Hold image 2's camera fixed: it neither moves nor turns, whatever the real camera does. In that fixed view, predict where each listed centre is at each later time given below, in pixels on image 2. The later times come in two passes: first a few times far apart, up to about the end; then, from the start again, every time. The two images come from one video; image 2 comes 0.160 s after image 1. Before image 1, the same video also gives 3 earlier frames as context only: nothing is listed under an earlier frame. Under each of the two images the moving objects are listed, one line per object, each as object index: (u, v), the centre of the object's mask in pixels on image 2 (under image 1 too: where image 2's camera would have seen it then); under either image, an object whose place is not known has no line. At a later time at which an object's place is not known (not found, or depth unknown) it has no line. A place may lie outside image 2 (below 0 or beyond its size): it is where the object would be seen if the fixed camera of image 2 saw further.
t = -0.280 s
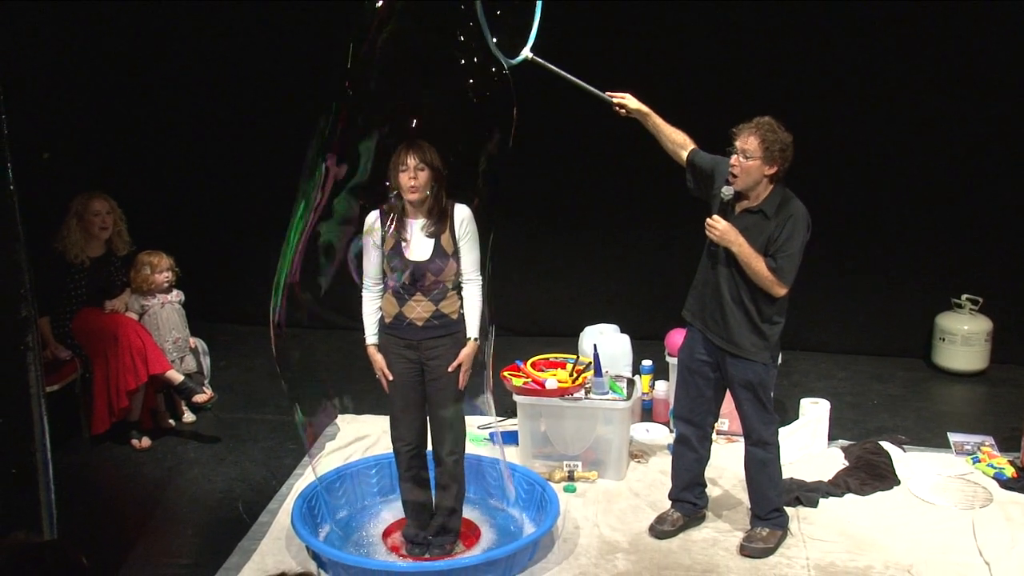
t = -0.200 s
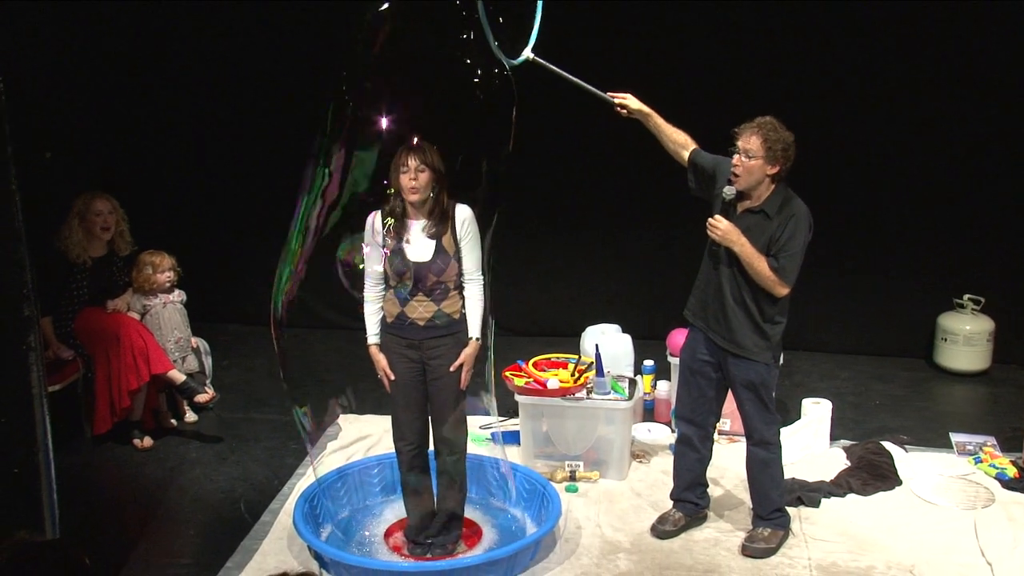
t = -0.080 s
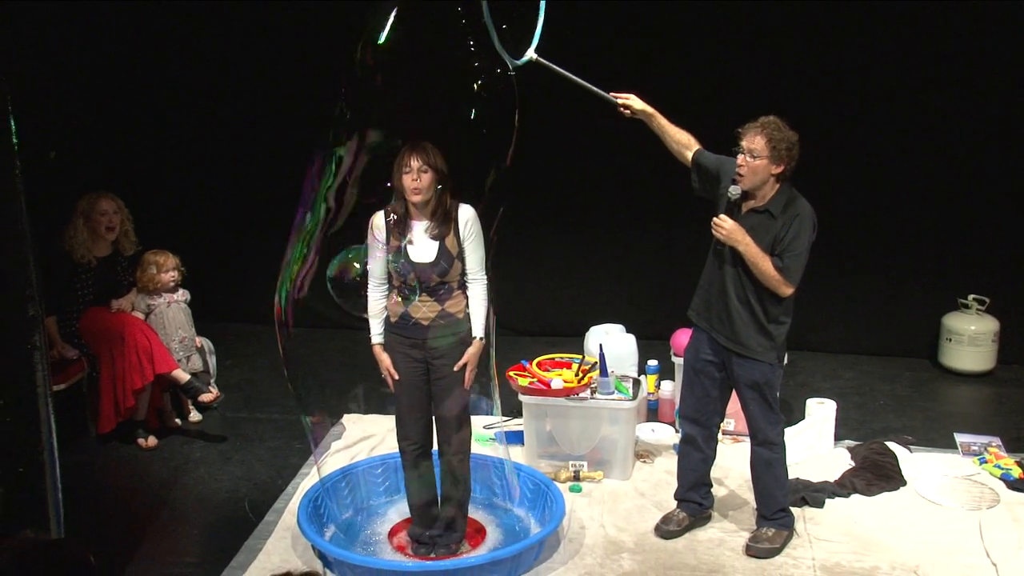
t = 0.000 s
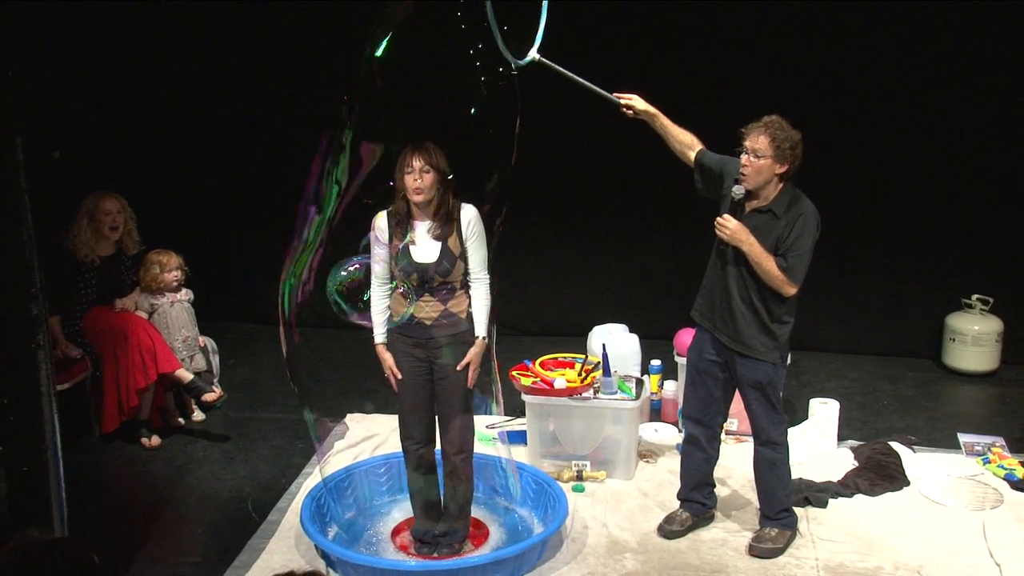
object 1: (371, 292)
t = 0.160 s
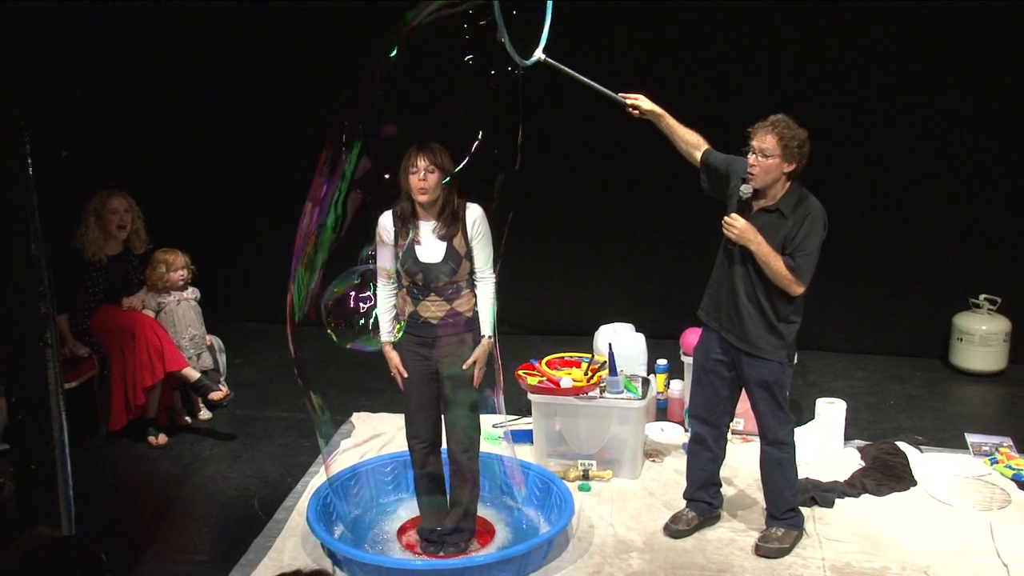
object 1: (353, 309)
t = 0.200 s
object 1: (351, 314)
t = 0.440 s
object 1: (339, 343)
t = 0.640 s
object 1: (328, 371)
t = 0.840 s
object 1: (316, 397)
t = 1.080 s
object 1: (298, 429)
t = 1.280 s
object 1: (283, 457)
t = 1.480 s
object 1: (270, 484)
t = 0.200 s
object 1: (351, 314)
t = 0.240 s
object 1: (350, 318)
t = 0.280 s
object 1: (348, 322)
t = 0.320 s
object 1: (345, 327)
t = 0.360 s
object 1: (343, 333)
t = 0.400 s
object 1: (342, 338)
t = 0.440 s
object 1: (339, 343)
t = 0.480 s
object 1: (338, 349)
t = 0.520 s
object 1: (336, 354)
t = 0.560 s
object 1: (333, 359)
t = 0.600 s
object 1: (331, 364)
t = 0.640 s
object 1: (328, 371)
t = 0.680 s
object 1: (324, 377)
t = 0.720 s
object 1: (323, 382)
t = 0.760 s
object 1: (321, 387)
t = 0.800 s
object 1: (318, 392)
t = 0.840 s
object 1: (316, 397)
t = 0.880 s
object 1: (313, 402)
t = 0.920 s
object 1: (308, 407)
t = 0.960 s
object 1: (305, 412)
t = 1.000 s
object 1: (303, 418)
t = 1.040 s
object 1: (300, 423)
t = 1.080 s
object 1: (298, 429)
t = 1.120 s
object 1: (294, 436)
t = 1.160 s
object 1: (292, 440)
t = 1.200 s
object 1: (289, 445)
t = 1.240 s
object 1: (287, 451)
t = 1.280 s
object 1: (283, 457)
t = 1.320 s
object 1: (279, 462)
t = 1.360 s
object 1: (278, 467)
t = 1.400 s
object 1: (275, 473)
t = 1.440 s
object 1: (273, 479)
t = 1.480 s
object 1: (270, 484)
